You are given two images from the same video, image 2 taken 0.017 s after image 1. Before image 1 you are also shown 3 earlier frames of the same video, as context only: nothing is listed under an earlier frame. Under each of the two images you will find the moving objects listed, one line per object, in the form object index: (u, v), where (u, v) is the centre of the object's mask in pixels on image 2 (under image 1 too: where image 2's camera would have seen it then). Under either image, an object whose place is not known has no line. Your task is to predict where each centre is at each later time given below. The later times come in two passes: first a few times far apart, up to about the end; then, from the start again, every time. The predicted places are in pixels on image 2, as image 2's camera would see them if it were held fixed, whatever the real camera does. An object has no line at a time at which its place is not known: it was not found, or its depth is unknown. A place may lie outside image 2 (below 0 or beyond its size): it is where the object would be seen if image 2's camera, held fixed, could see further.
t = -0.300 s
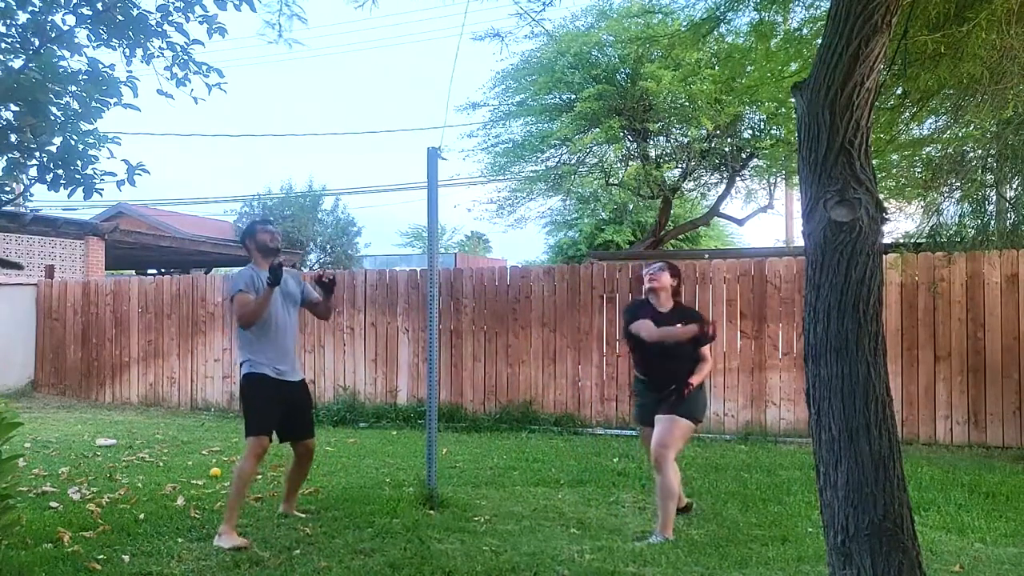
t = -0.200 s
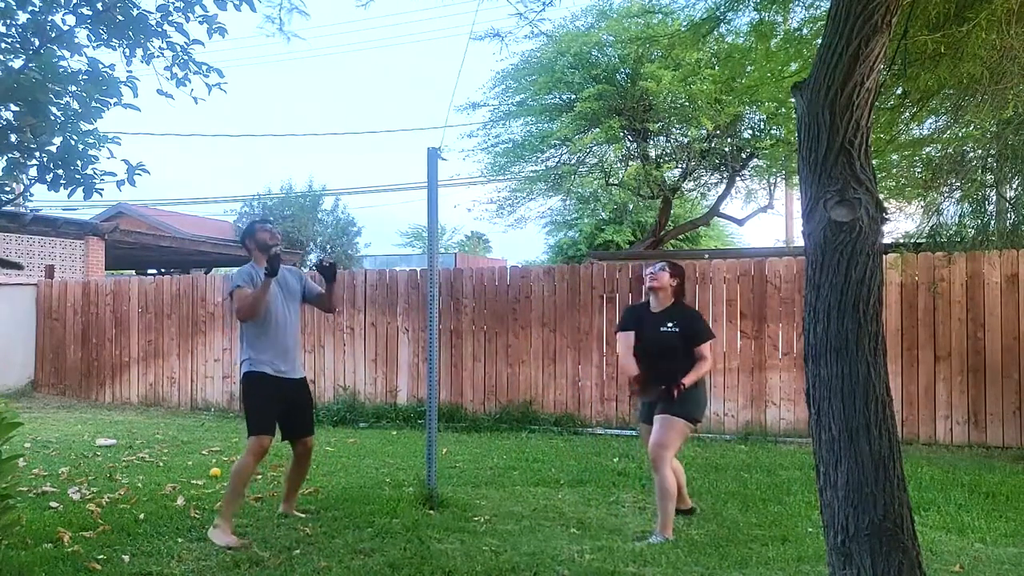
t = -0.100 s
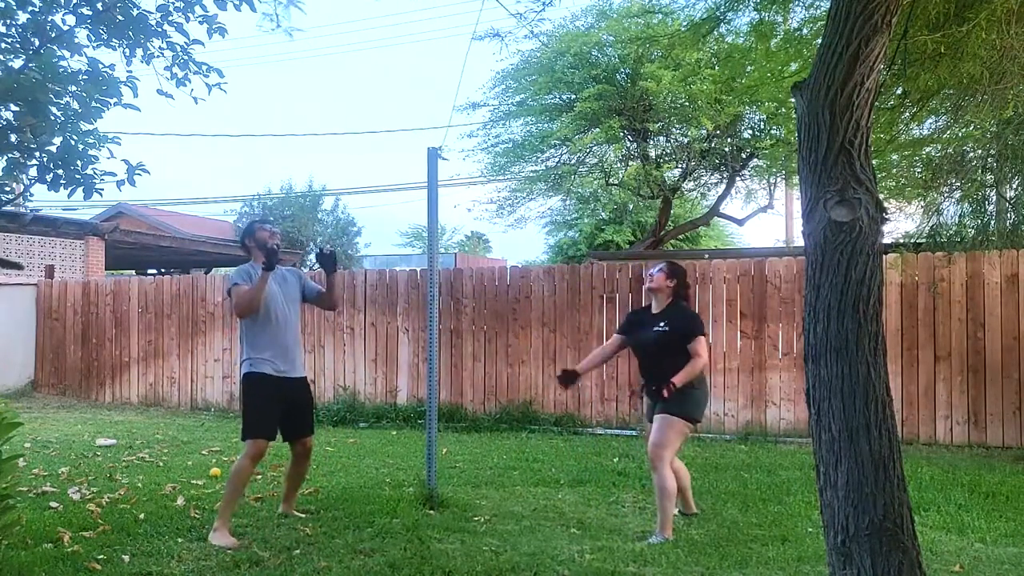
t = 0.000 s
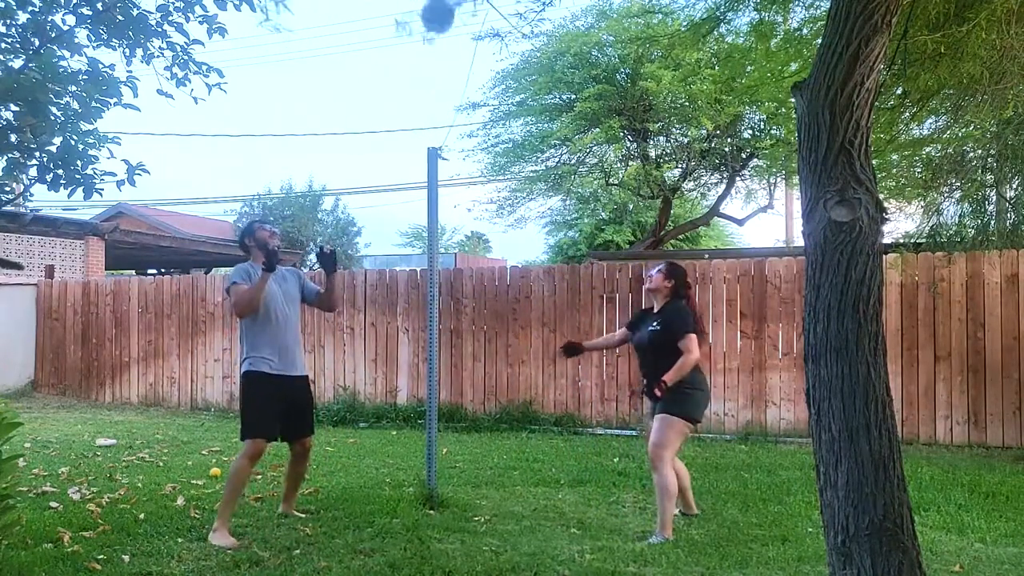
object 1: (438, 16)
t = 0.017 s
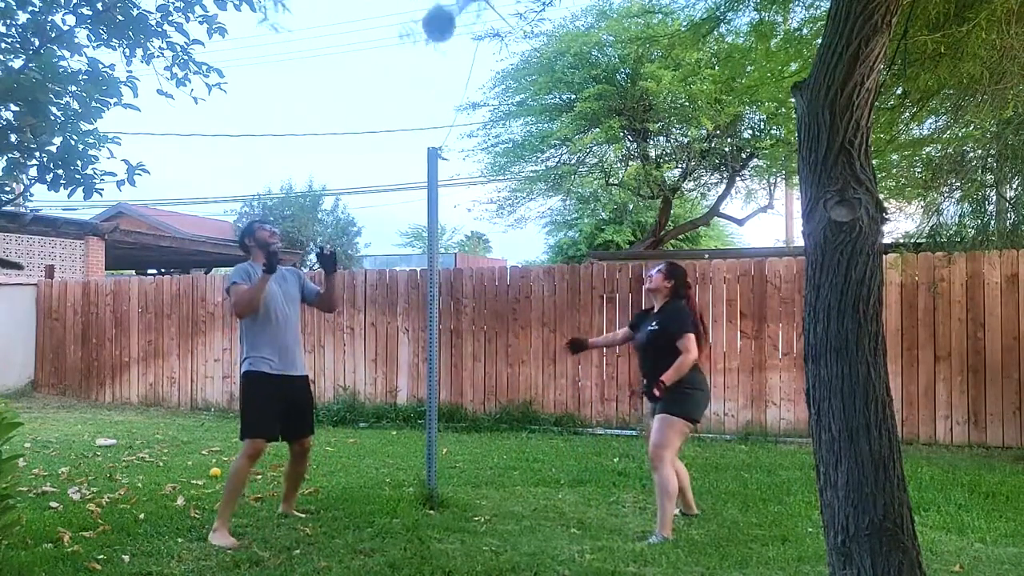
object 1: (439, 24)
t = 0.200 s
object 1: (466, 130)
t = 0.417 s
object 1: (517, 201)
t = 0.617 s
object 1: (560, 188)
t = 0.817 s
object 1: (562, 123)
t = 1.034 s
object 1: (532, 109)
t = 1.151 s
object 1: (510, 132)
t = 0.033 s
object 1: (441, 34)
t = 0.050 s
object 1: (442, 43)
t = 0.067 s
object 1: (444, 52)
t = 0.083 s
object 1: (447, 62)
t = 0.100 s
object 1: (449, 71)
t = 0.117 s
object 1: (452, 81)
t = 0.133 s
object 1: (454, 90)
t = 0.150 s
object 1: (456, 100)
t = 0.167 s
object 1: (459, 106)
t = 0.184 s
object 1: (463, 119)
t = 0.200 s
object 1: (466, 130)
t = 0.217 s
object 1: (469, 139)
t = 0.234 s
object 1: (471, 148)
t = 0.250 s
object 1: (474, 156)
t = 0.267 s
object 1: (478, 163)
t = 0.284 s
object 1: (482, 172)
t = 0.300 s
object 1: (487, 179)
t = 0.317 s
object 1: (490, 184)
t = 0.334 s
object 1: (495, 187)
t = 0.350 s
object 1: (499, 191)
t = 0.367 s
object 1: (504, 195)
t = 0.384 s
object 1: (508, 198)
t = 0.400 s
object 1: (513, 199)
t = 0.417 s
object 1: (517, 201)
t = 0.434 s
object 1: (522, 203)
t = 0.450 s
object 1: (525, 204)
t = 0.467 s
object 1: (529, 205)
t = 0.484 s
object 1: (533, 207)
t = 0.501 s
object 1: (538, 207)
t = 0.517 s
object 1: (542, 206)
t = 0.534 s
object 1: (546, 204)
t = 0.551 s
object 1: (549, 202)
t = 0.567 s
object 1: (551, 200)
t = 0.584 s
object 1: (554, 198)
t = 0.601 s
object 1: (557, 193)
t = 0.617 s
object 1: (560, 188)
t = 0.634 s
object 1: (564, 183)
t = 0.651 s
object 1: (565, 177)
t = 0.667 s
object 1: (567, 171)
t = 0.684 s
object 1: (568, 166)
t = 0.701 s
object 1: (568, 159)
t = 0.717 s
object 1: (568, 154)
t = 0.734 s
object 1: (568, 148)
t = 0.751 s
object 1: (568, 143)
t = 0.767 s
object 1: (567, 138)
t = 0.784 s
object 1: (566, 133)
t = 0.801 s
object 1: (564, 128)
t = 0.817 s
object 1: (562, 123)
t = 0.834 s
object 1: (560, 120)
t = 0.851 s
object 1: (558, 117)
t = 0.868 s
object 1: (557, 114)
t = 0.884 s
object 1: (554, 111)
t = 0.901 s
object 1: (551, 109)
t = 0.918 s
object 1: (548, 106)
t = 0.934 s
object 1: (547, 106)
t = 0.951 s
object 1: (545, 106)
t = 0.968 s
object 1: (543, 105)
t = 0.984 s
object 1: (540, 106)
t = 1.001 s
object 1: (539, 106)
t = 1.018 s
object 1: (535, 107)
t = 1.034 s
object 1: (532, 109)
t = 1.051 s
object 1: (529, 111)
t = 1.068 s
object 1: (526, 114)
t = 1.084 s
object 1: (523, 116)
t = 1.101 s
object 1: (520, 120)
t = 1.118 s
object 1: (517, 123)
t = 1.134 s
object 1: (513, 127)
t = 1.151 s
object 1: (510, 132)
